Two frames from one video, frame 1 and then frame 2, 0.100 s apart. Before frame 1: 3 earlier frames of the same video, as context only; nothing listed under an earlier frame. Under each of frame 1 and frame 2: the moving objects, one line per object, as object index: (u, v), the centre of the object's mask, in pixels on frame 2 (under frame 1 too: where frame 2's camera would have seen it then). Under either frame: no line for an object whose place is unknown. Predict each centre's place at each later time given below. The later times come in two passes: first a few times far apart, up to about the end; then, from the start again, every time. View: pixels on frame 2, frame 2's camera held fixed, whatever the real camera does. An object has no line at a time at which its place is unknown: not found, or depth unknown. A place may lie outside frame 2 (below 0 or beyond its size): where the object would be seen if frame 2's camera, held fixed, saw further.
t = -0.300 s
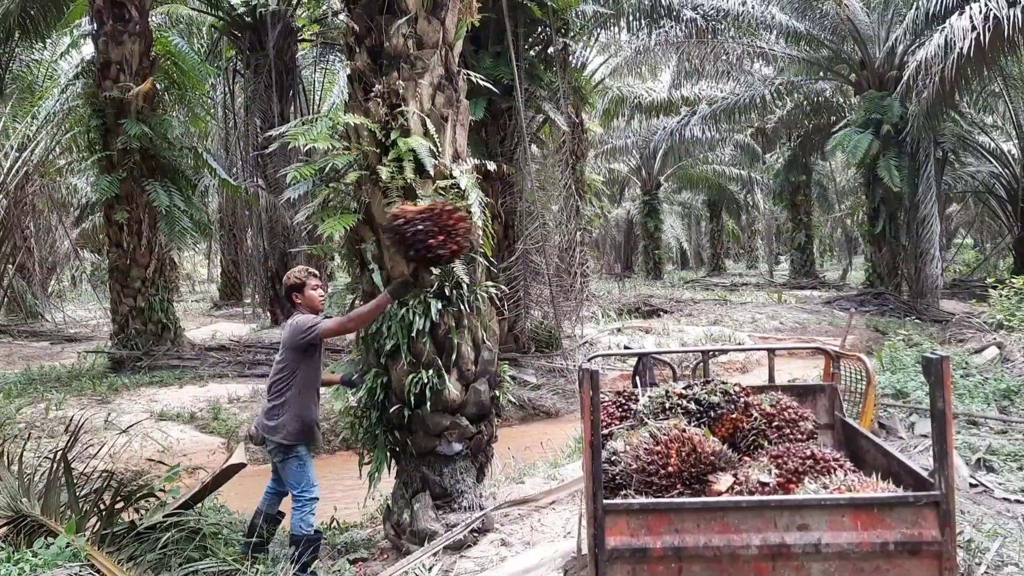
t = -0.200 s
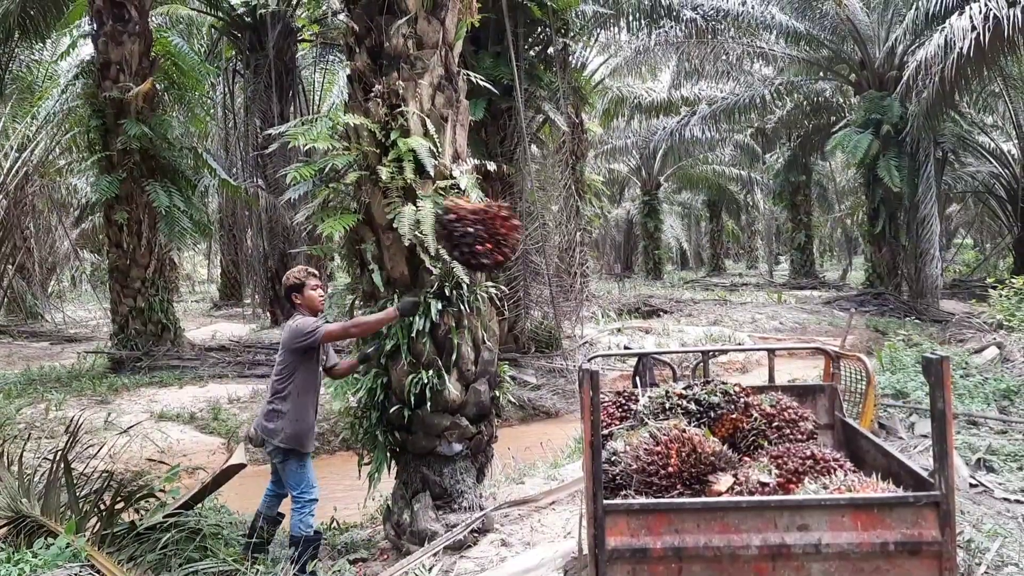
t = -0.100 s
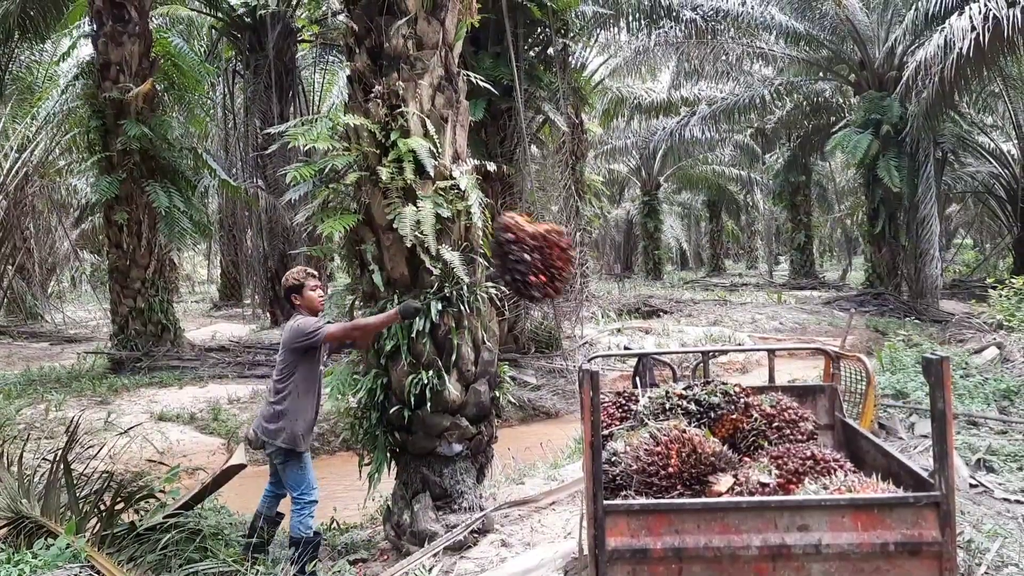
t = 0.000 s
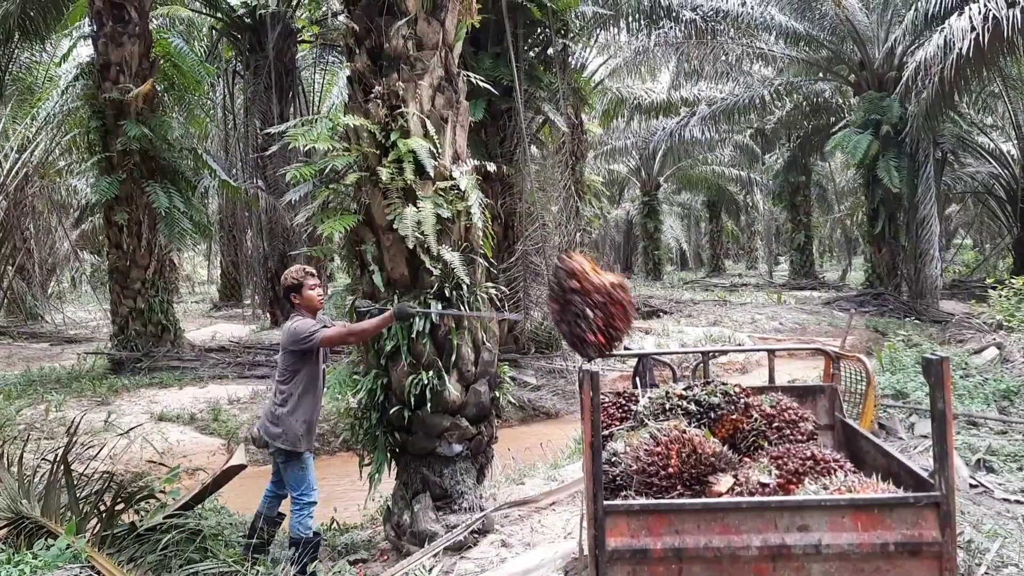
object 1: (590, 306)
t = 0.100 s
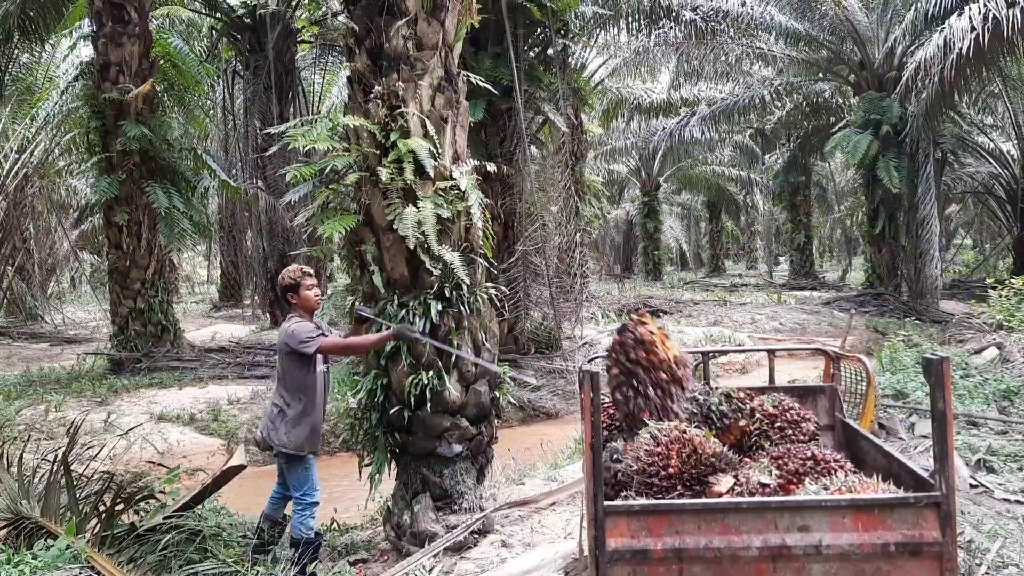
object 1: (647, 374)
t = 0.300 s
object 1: (669, 378)
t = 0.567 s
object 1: (706, 411)
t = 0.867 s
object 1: (773, 446)
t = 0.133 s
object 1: (651, 378)
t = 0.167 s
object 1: (655, 378)
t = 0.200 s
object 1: (660, 376)
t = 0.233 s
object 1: (663, 375)
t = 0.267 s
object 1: (666, 376)
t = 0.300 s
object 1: (669, 378)
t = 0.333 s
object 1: (672, 382)
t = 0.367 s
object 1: (675, 386)
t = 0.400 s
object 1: (678, 392)
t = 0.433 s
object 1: (682, 397)
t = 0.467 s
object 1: (687, 401)
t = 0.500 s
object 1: (693, 405)
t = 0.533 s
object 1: (700, 406)
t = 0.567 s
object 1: (706, 411)
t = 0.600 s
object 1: (712, 414)
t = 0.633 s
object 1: (719, 417)
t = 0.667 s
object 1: (724, 420)
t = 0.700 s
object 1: (731, 424)
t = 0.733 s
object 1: (739, 428)
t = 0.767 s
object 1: (750, 438)
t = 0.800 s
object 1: (756, 442)
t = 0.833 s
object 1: (763, 446)
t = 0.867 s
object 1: (773, 446)
